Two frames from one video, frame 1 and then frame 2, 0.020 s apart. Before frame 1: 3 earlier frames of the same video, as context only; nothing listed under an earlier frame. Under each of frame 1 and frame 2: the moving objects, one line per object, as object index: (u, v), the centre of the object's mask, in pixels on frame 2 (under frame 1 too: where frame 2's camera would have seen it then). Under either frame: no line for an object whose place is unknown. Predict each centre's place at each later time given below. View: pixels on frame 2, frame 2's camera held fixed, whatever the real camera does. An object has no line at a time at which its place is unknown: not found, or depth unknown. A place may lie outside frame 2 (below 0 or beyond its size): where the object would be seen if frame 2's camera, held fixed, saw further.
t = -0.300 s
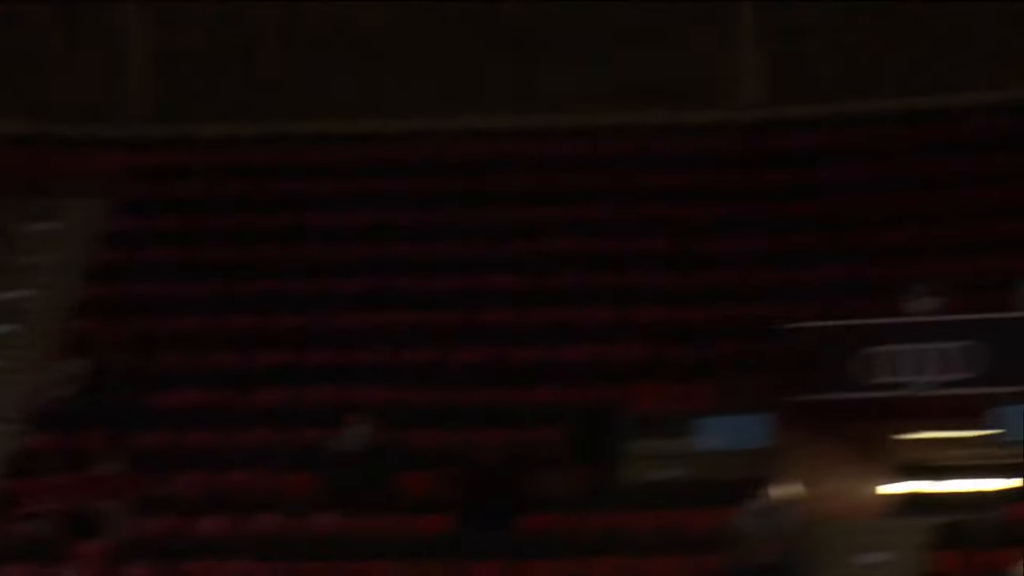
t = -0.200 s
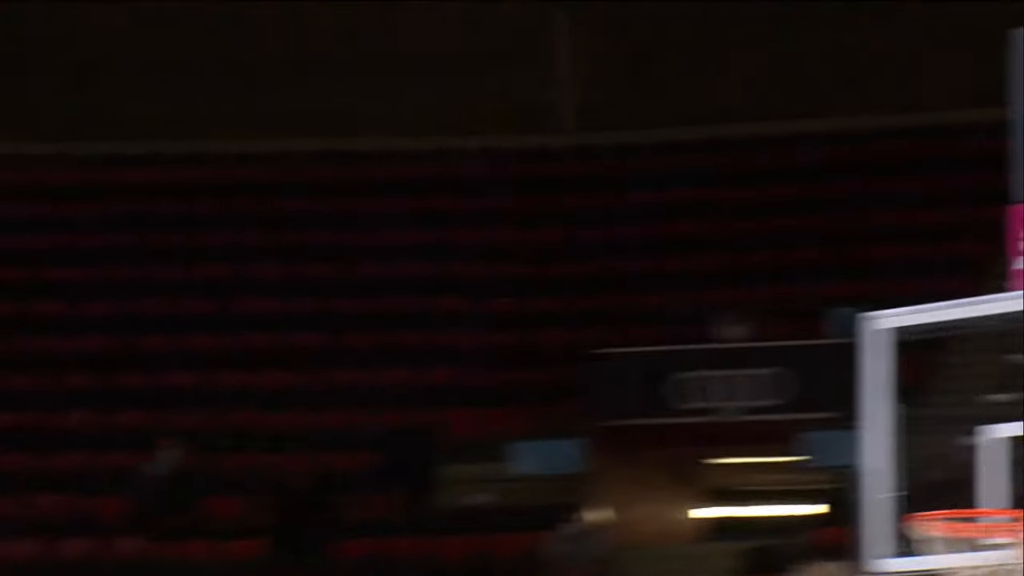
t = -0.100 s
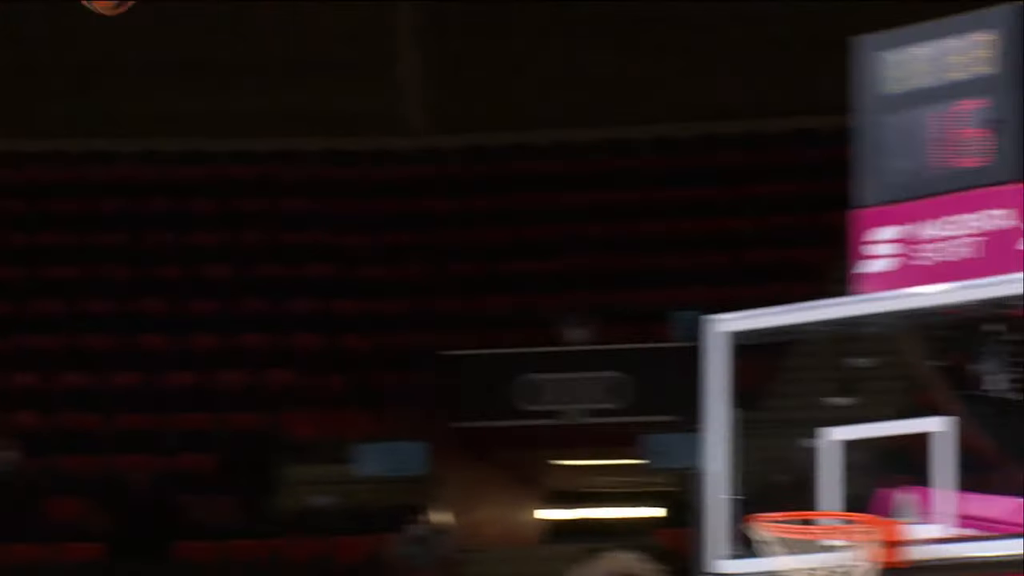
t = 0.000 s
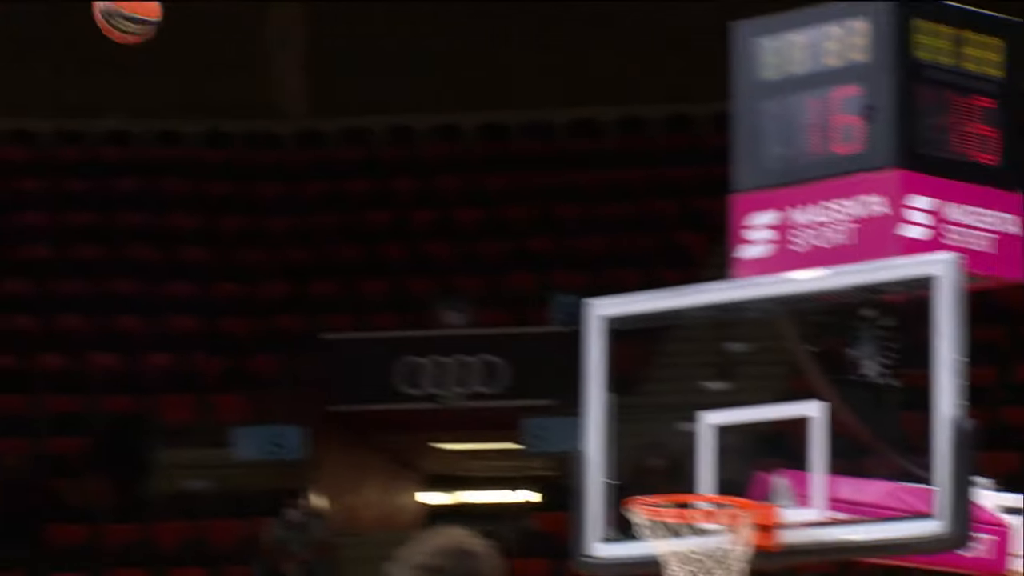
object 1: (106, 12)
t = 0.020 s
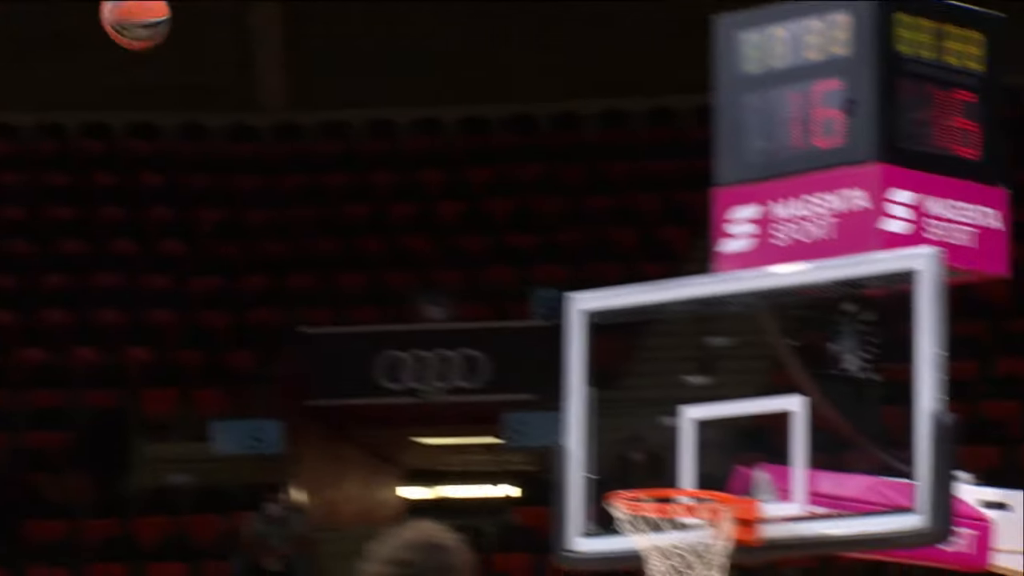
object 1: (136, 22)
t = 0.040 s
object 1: (164, 34)
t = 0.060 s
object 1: (193, 47)
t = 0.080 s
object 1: (221, 61)
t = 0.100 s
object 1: (249, 78)
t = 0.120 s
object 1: (278, 96)
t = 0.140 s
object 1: (307, 115)
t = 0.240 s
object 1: (440, 219)
